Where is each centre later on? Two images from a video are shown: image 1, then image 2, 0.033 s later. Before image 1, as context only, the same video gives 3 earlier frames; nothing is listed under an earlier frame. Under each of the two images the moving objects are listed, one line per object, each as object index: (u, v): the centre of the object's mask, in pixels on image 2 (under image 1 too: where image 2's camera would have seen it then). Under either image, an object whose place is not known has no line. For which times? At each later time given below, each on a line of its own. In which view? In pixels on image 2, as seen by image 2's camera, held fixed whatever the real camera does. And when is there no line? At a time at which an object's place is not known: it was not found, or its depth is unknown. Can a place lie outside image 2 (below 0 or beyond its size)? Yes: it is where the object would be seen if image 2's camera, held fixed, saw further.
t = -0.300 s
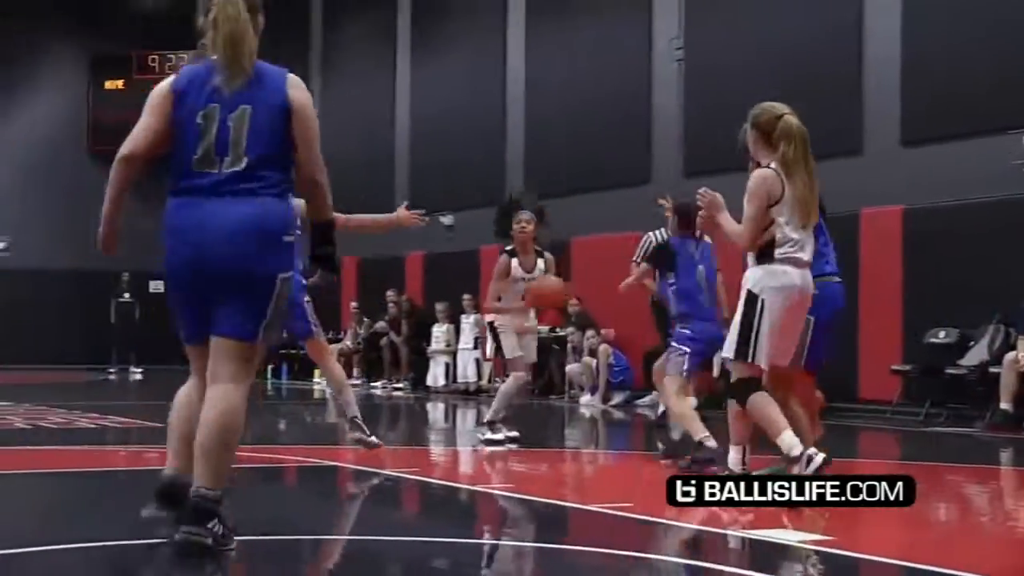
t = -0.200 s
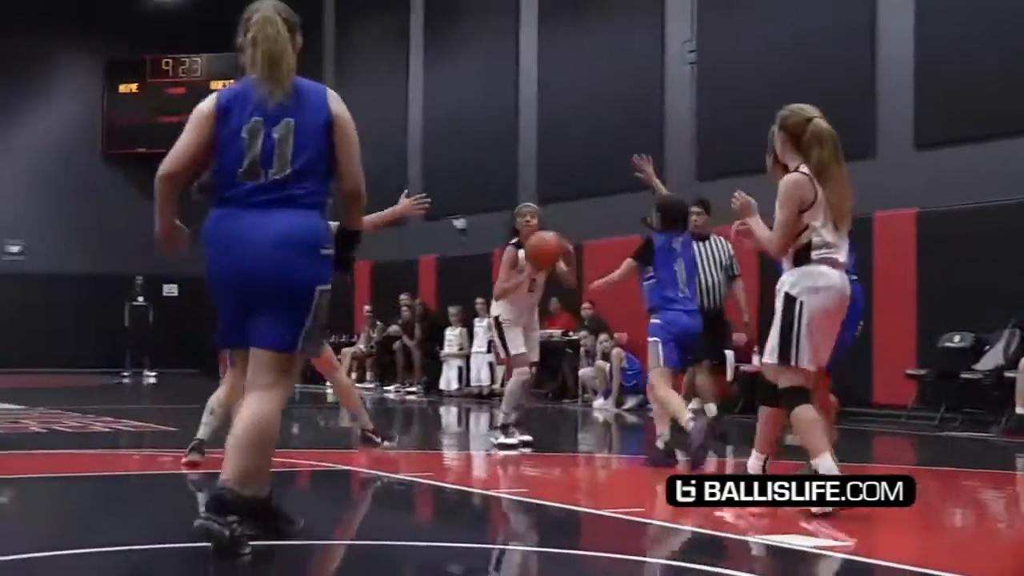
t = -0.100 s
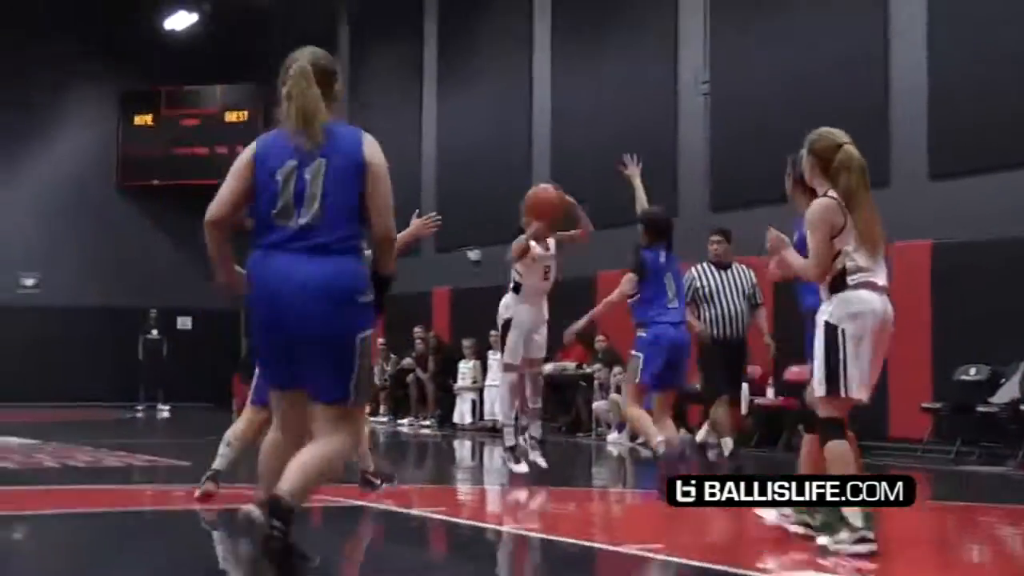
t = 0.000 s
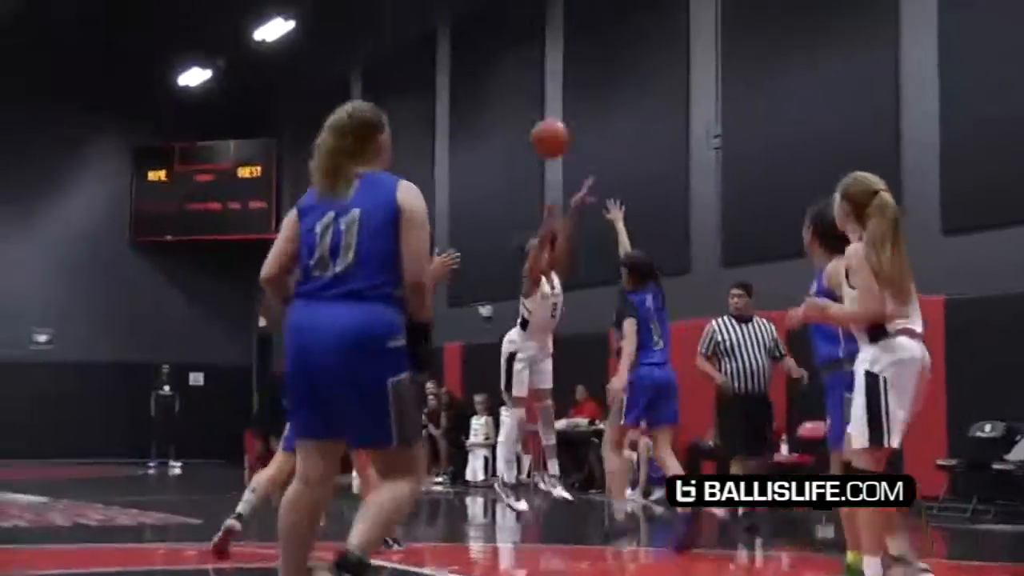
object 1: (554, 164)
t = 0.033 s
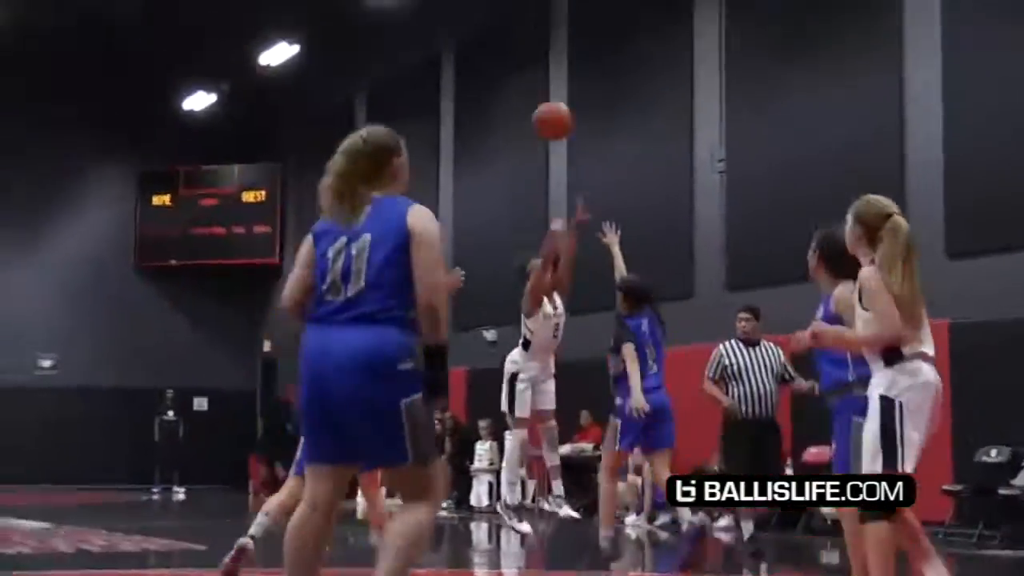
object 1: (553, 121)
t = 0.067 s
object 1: (549, 75)
